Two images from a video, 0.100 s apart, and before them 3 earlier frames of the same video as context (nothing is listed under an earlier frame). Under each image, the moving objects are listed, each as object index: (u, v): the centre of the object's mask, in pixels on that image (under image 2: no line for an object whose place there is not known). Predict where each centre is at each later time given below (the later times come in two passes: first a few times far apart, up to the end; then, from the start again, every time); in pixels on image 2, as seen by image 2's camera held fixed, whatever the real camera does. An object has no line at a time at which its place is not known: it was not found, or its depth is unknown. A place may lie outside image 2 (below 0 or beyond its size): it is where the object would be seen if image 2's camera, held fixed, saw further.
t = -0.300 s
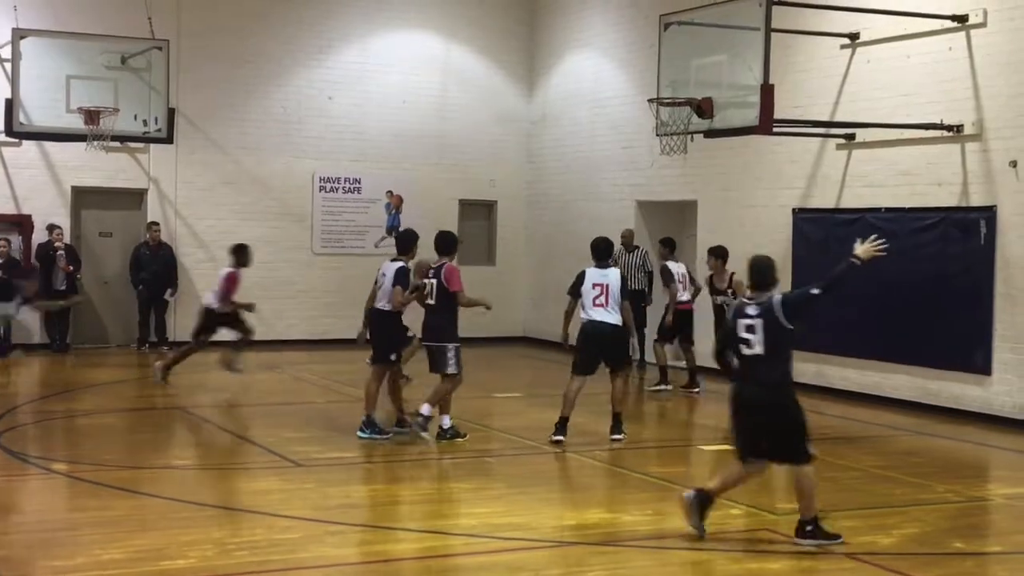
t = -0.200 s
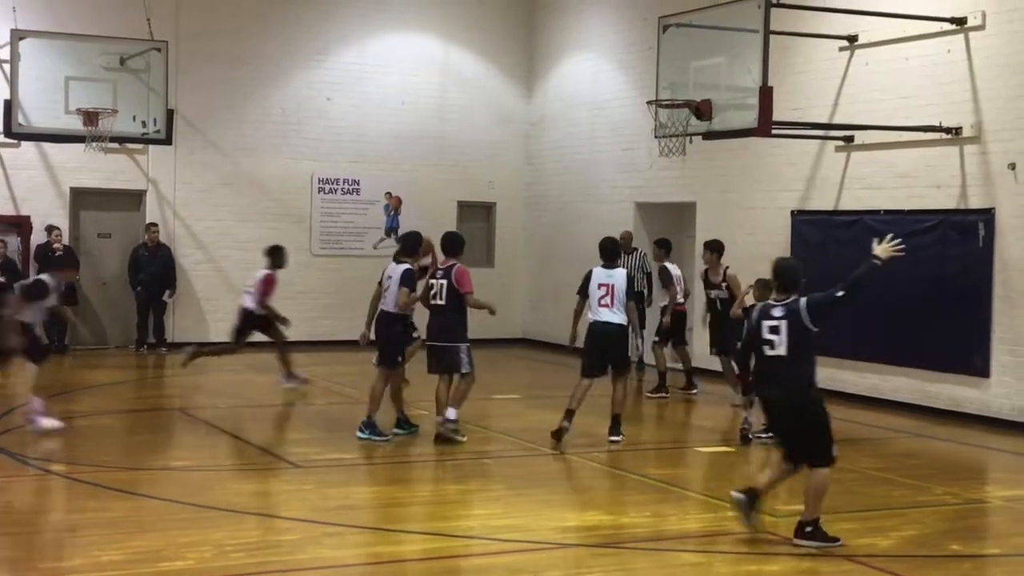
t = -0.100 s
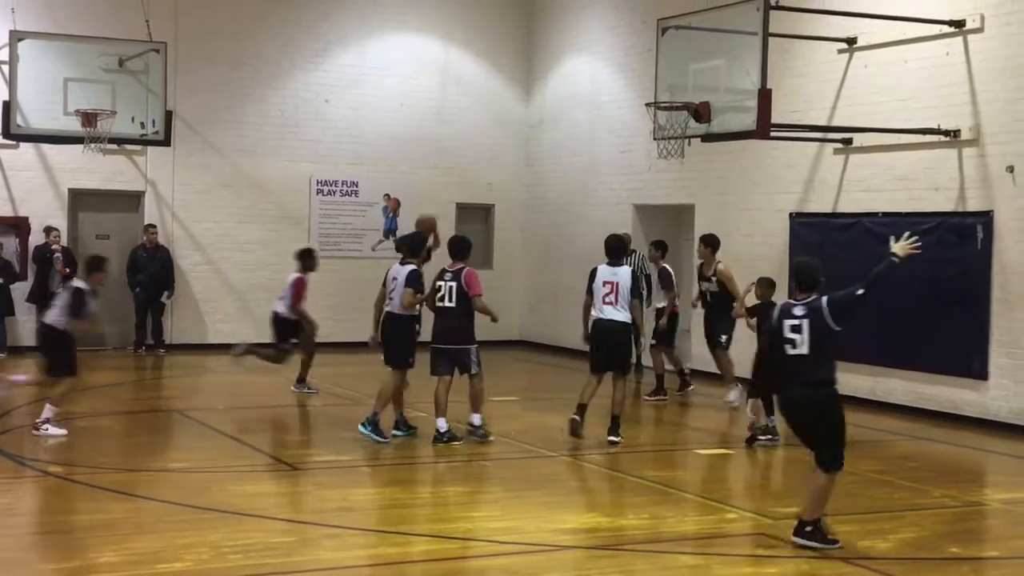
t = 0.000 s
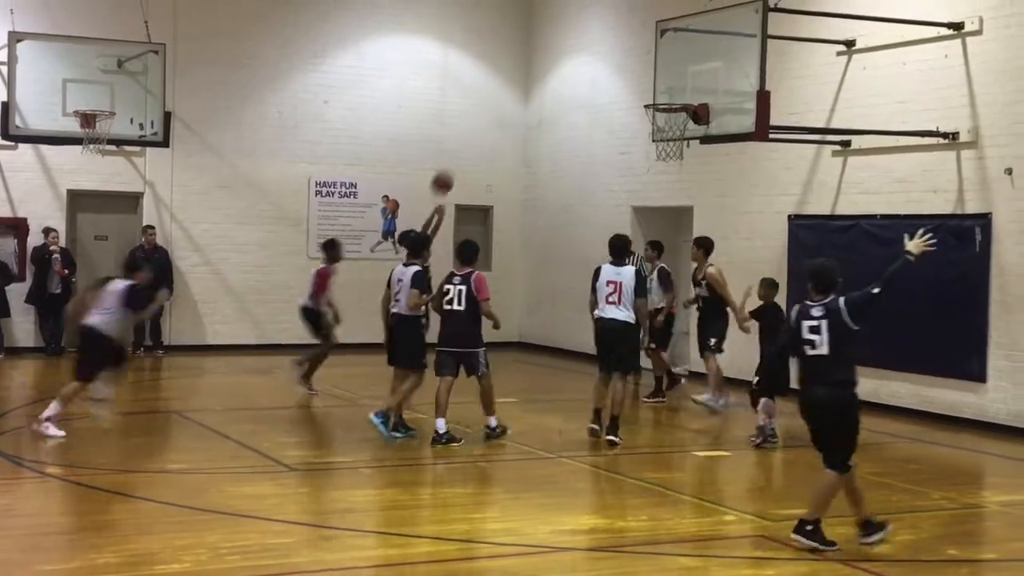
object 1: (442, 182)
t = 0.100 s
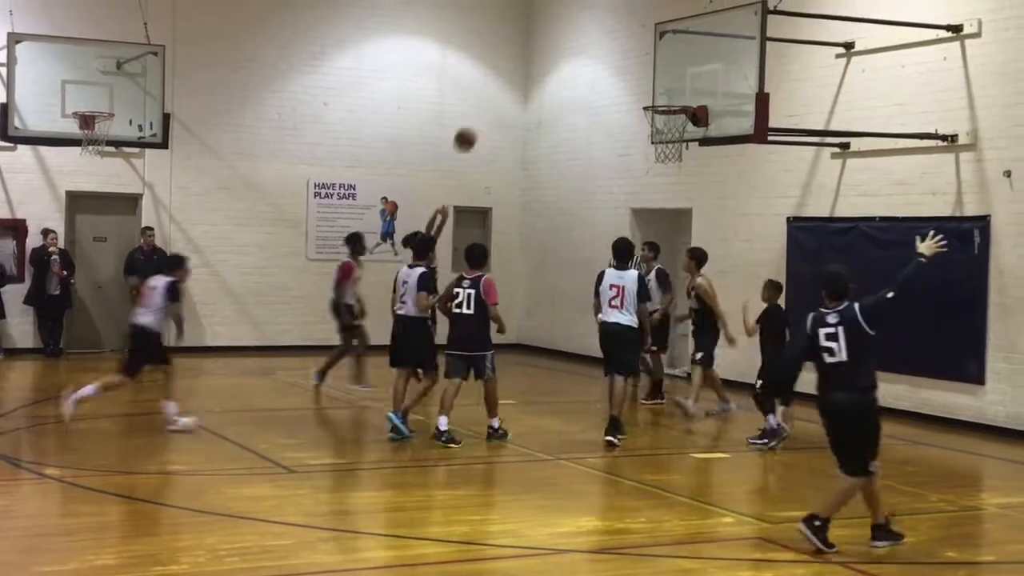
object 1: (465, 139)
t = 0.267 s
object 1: (505, 81)
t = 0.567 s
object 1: (581, 37)
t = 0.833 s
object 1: (651, 70)
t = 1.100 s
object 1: (649, 133)
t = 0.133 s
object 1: (473, 126)
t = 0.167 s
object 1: (481, 113)
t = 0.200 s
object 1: (489, 102)
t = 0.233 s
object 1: (497, 91)
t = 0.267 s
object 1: (505, 81)
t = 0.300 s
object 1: (513, 73)
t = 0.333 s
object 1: (522, 65)
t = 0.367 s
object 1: (530, 58)
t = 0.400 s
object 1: (539, 51)
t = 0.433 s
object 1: (547, 46)
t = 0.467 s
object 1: (555, 43)
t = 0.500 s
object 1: (563, 39)
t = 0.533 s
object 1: (572, 37)
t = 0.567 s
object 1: (581, 37)
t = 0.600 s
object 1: (590, 36)
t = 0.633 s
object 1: (598, 37)
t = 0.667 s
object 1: (607, 40)
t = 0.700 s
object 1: (616, 43)
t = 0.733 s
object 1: (625, 48)
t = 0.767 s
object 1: (634, 55)
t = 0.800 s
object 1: (642, 62)
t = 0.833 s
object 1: (651, 70)
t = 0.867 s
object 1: (660, 80)
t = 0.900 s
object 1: (670, 90)
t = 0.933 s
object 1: (679, 99)
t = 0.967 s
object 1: (673, 108)
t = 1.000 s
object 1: (661, 117)
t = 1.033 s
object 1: (652, 121)
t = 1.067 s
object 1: (650, 126)
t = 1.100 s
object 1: (649, 133)
